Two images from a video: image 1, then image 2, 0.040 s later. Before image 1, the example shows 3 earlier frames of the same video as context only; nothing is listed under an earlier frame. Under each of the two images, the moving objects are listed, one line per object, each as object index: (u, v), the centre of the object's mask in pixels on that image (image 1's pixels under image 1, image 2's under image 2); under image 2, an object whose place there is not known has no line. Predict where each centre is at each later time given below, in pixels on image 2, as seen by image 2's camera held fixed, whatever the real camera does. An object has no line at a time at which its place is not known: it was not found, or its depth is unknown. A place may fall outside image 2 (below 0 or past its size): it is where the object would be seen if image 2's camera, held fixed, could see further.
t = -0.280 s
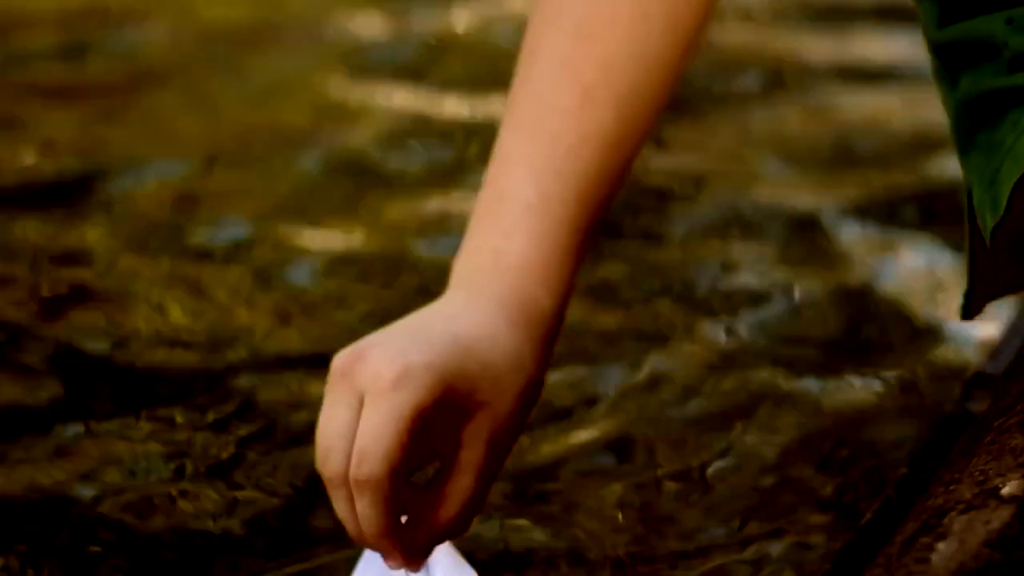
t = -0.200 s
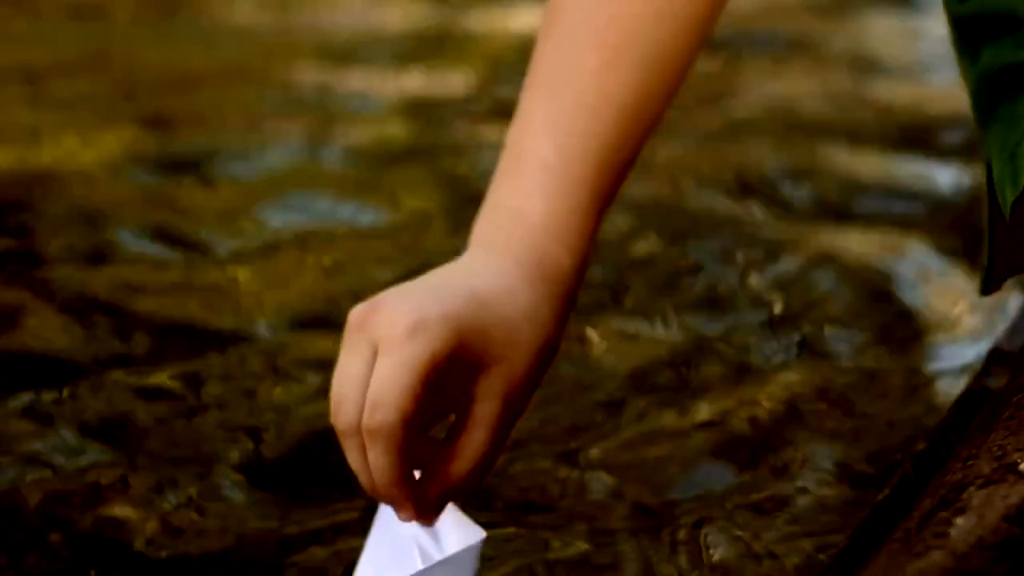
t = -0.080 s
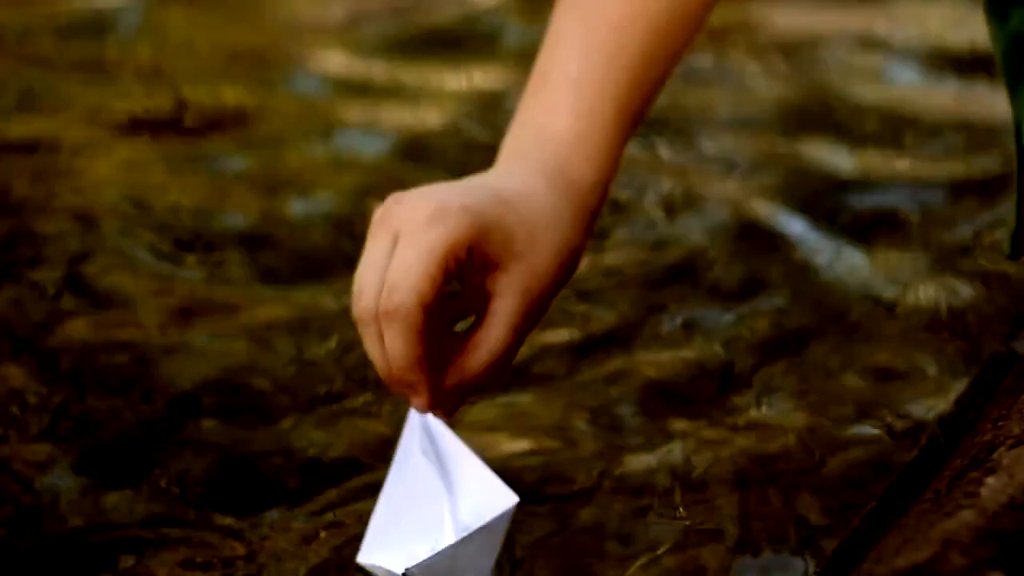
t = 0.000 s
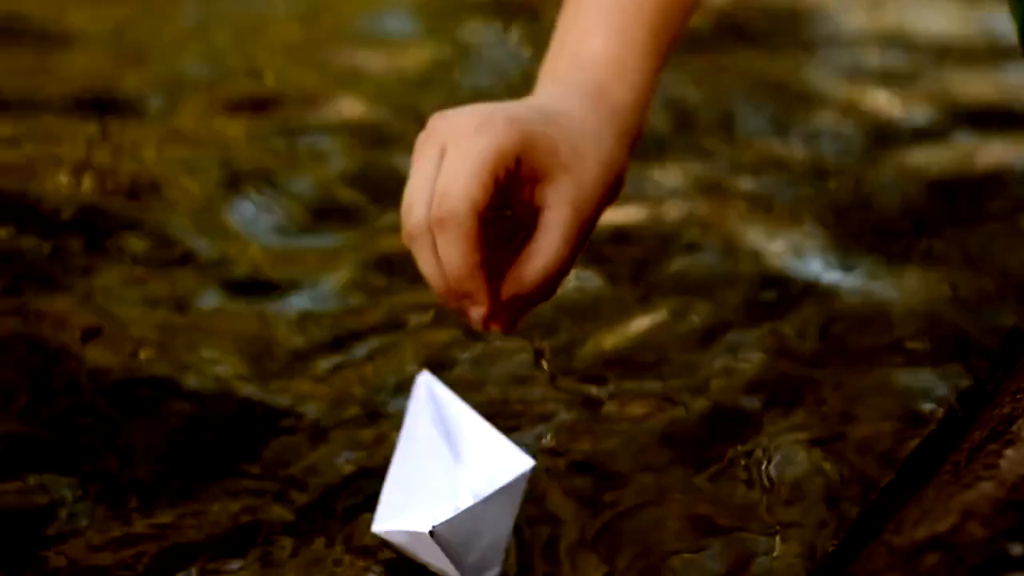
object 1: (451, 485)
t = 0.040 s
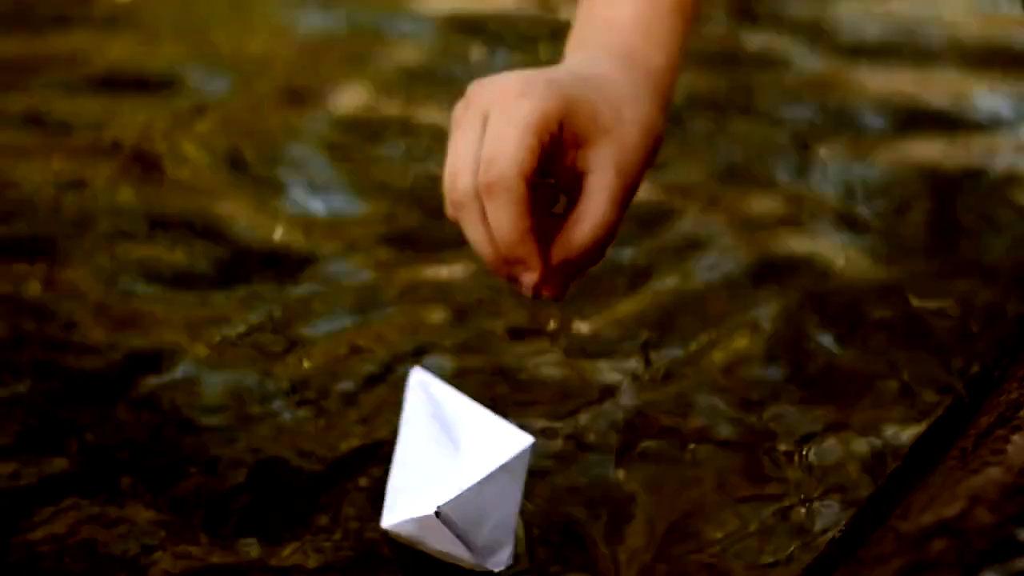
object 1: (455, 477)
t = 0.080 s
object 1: (453, 483)
